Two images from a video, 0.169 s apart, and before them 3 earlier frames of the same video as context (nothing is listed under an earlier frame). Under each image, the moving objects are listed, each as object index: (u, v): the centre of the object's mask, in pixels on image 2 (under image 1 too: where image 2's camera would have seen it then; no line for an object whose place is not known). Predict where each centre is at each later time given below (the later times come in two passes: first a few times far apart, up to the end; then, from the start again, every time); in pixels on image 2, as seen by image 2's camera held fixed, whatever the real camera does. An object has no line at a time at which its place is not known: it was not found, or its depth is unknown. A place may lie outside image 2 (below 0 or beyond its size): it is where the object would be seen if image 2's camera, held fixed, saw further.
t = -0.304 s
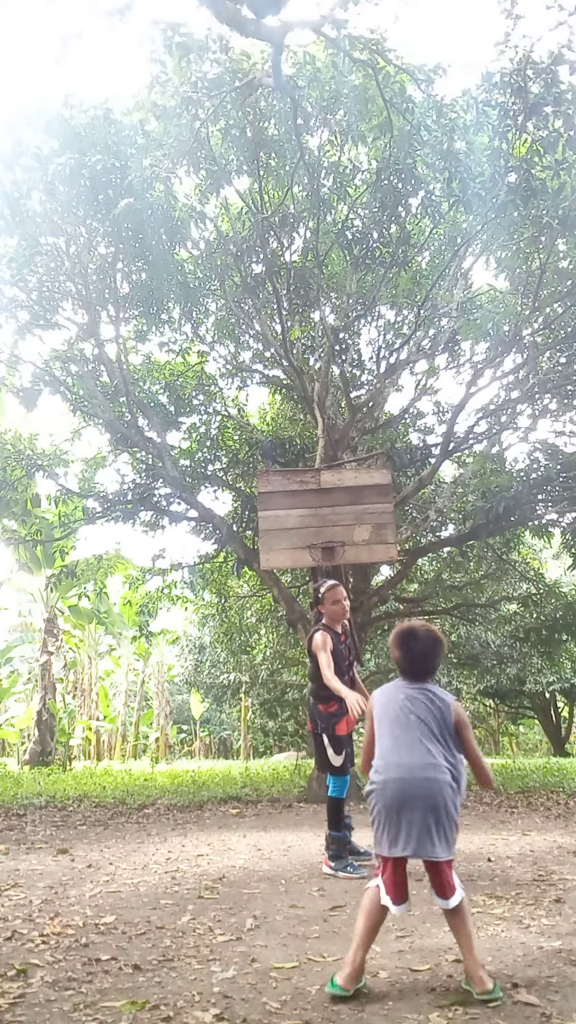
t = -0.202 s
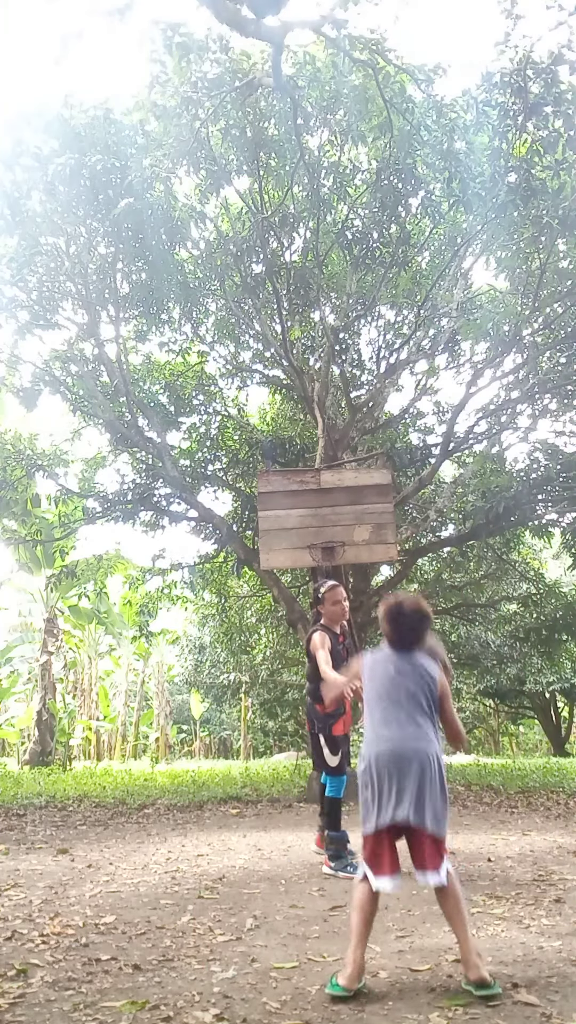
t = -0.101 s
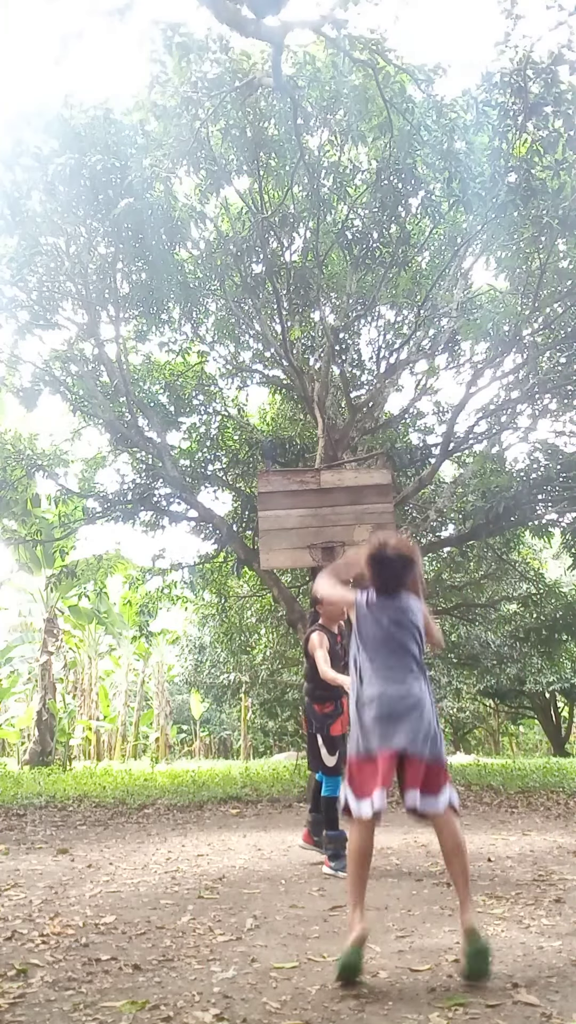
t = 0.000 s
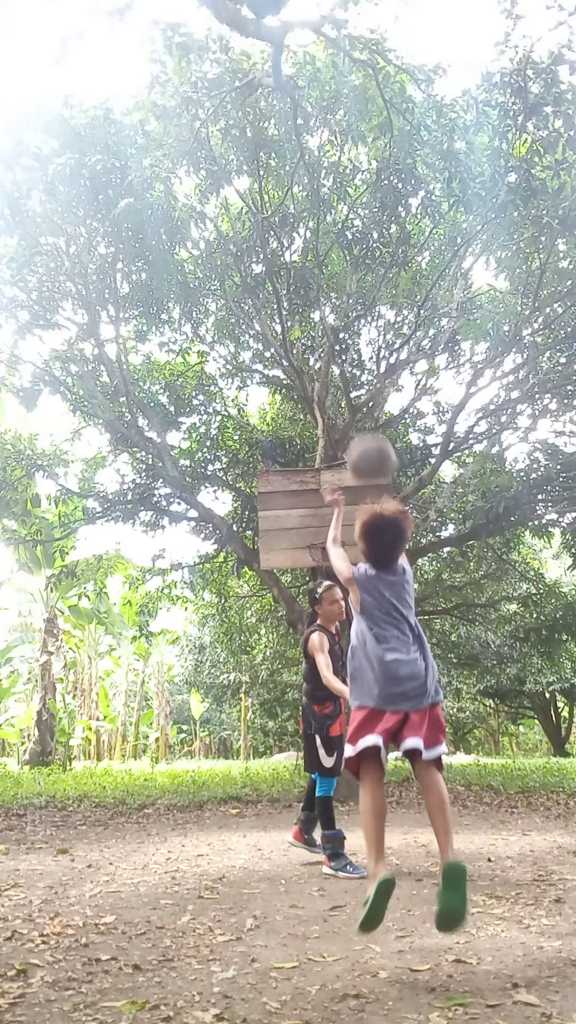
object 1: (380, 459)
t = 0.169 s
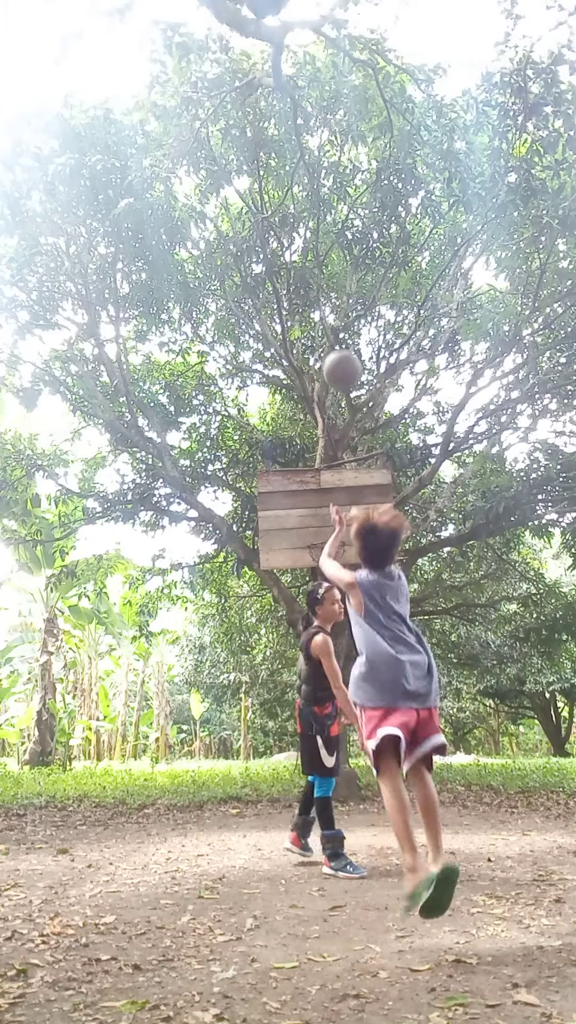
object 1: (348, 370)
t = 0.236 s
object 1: (340, 354)
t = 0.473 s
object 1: (322, 347)
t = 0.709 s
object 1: (315, 394)
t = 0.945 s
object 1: (310, 479)
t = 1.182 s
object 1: (302, 515)
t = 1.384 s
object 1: (284, 484)
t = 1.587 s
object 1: (269, 488)
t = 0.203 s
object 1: (345, 359)
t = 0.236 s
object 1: (340, 354)
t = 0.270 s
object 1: (337, 349)
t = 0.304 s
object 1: (333, 345)
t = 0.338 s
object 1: (330, 344)
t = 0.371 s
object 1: (328, 342)
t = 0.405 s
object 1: (325, 343)
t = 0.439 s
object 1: (324, 345)
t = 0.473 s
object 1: (322, 347)
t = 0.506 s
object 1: (321, 351)
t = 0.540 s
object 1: (319, 357)
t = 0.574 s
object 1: (317, 363)
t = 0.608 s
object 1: (317, 369)
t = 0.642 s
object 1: (316, 377)
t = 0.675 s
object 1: (315, 385)
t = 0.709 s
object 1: (315, 394)
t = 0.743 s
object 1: (314, 404)
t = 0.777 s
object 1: (313, 415)
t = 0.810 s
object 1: (312, 426)
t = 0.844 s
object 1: (311, 440)
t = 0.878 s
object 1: (311, 453)
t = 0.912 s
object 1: (310, 465)
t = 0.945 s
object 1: (310, 479)
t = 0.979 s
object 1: (310, 496)
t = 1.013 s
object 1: (311, 510)
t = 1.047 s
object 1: (309, 527)
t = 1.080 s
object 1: (309, 539)
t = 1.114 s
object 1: (309, 532)
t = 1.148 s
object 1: (308, 528)
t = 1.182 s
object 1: (302, 515)
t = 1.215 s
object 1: (298, 508)
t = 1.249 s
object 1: (296, 501)
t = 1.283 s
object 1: (293, 496)
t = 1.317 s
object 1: (290, 491)
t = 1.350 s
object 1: (288, 487)
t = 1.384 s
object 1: (284, 484)
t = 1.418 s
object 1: (281, 483)
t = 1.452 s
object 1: (279, 482)
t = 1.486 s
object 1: (276, 483)
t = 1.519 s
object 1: (274, 484)
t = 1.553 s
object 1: (271, 486)
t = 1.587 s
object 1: (269, 488)
